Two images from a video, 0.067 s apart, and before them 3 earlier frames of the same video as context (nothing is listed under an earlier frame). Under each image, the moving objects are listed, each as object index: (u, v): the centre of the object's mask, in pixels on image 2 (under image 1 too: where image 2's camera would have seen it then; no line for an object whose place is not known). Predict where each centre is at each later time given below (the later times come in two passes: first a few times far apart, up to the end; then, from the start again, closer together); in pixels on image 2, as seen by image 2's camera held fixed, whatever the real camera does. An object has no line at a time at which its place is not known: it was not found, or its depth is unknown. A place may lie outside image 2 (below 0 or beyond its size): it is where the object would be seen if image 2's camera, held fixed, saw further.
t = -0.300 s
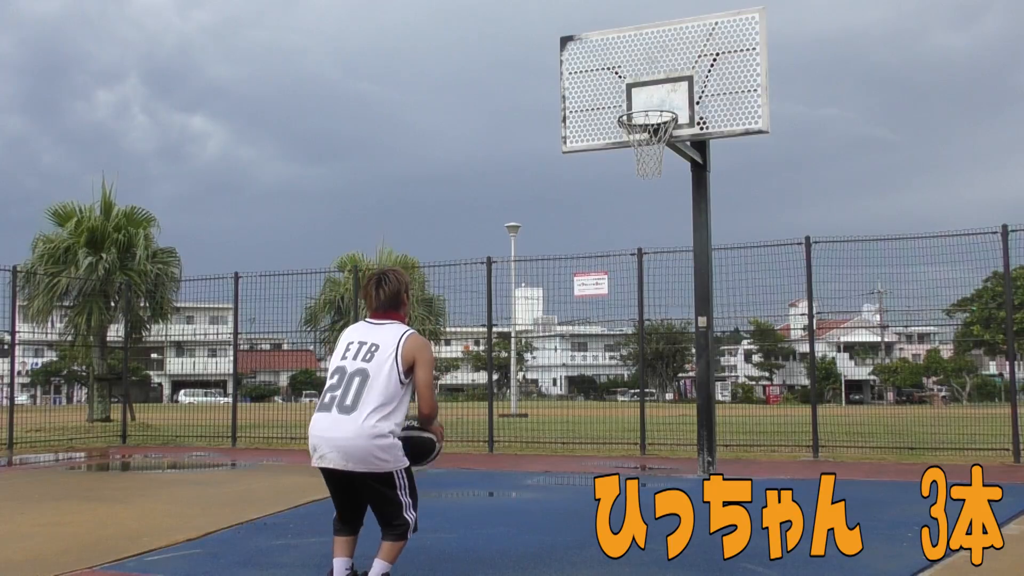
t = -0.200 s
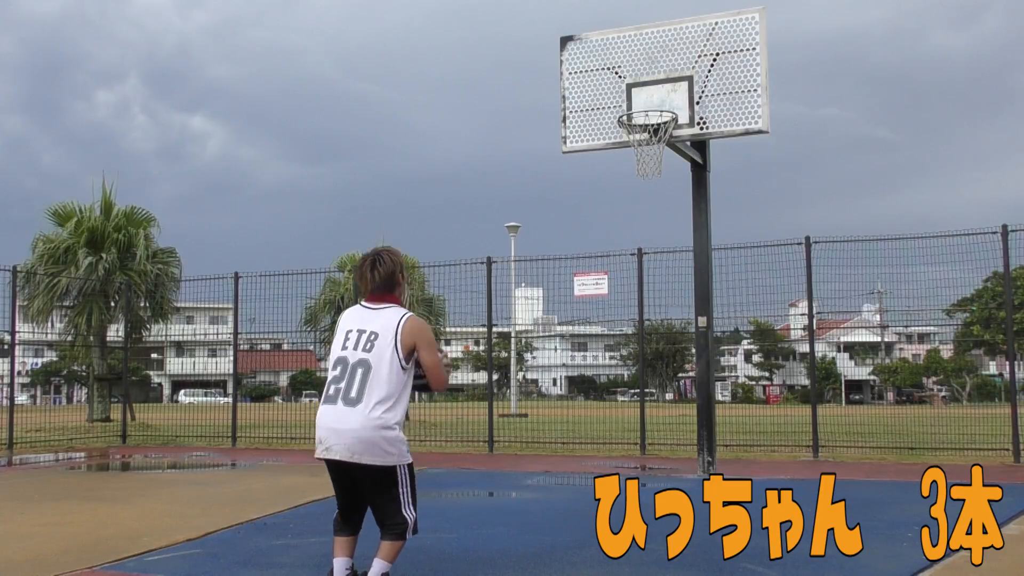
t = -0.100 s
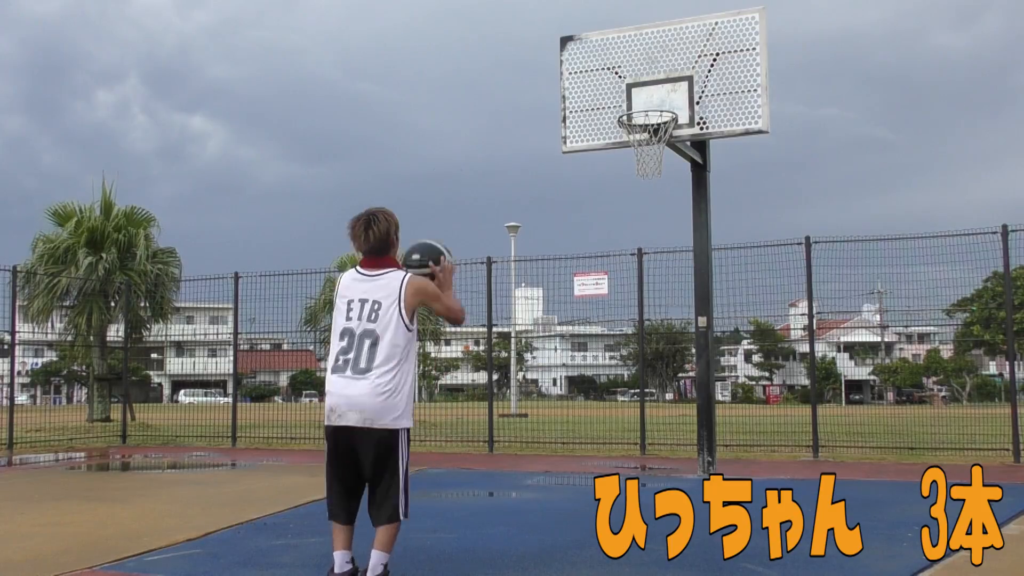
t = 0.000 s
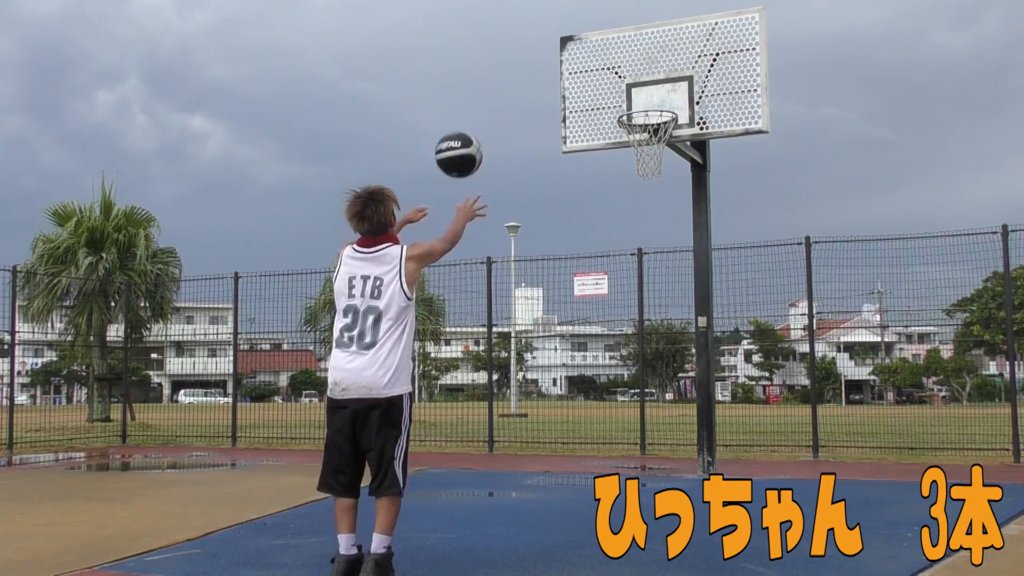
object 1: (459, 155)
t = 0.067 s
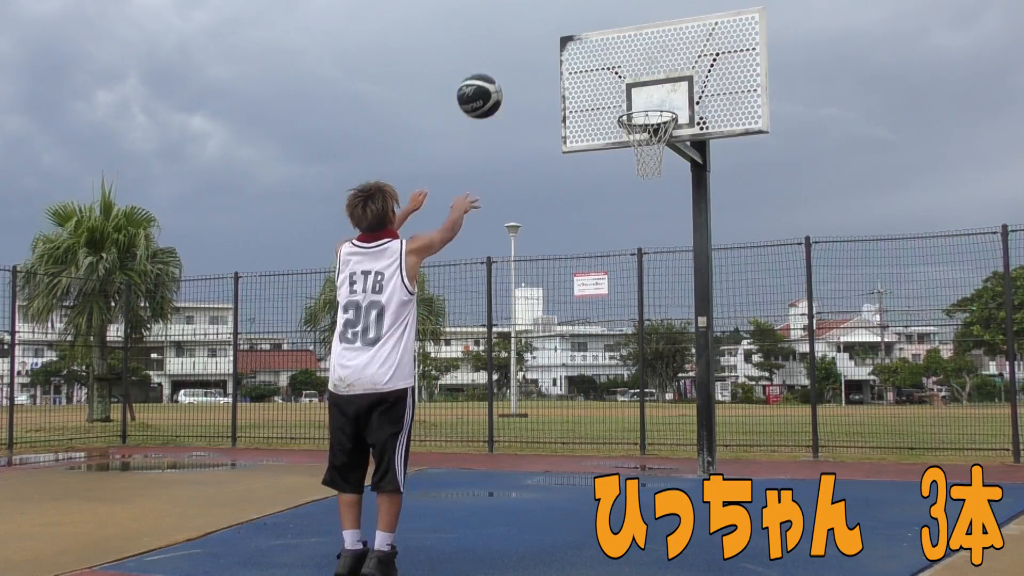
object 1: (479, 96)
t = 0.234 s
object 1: (524, 10)
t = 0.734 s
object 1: (616, 8)
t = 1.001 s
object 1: (652, 120)
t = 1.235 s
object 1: (637, 212)
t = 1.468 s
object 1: (626, 369)
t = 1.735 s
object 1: (601, 388)
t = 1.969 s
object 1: (568, 256)
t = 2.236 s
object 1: (525, 185)
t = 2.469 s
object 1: (483, 208)
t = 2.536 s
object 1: (469, 232)
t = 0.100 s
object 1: (489, 72)
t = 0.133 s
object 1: (498, 50)
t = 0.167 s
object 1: (507, 31)
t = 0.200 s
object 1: (516, 17)
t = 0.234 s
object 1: (524, 10)
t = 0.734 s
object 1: (616, 8)
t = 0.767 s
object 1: (621, 14)
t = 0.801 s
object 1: (626, 26)
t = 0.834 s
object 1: (630, 39)
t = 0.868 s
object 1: (634, 53)
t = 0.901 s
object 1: (639, 68)
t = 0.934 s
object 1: (643, 84)
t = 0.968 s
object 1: (647, 101)
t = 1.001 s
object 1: (652, 120)
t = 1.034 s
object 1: (648, 132)
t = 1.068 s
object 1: (644, 147)
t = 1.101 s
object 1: (643, 158)
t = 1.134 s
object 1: (642, 170)
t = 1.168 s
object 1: (640, 182)
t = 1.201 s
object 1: (638, 197)
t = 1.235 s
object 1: (637, 212)
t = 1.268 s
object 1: (635, 230)
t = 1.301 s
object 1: (634, 249)
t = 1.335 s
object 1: (632, 269)
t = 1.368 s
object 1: (630, 292)
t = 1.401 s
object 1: (628, 316)
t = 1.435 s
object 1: (627, 342)
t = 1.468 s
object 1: (626, 369)
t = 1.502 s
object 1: (624, 399)
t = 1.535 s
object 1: (622, 431)
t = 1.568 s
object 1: (621, 462)
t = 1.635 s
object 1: (615, 462)
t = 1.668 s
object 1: (610, 437)
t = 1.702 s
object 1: (606, 412)
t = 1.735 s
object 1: (601, 388)
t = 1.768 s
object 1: (597, 365)
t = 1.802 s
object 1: (592, 344)
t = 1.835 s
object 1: (588, 324)
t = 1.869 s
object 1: (583, 305)
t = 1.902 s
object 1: (578, 287)
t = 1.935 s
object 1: (573, 271)
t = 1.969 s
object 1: (568, 256)
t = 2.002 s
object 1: (563, 242)
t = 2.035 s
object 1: (558, 230)
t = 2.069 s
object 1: (552, 218)
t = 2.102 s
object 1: (547, 209)
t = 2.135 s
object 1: (541, 201)
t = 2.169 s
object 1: (536, 194)
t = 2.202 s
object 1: (530, 189)
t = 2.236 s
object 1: (525, 185)
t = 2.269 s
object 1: (519, 184)
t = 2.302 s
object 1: (513, 183)
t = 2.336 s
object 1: (507, 185)
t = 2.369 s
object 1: (501, 188)
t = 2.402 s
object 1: (495, 193)
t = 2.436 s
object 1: (489, 200)
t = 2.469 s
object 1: (483, 208)
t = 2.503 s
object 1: (476, 219)
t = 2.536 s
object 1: (469, 232)
